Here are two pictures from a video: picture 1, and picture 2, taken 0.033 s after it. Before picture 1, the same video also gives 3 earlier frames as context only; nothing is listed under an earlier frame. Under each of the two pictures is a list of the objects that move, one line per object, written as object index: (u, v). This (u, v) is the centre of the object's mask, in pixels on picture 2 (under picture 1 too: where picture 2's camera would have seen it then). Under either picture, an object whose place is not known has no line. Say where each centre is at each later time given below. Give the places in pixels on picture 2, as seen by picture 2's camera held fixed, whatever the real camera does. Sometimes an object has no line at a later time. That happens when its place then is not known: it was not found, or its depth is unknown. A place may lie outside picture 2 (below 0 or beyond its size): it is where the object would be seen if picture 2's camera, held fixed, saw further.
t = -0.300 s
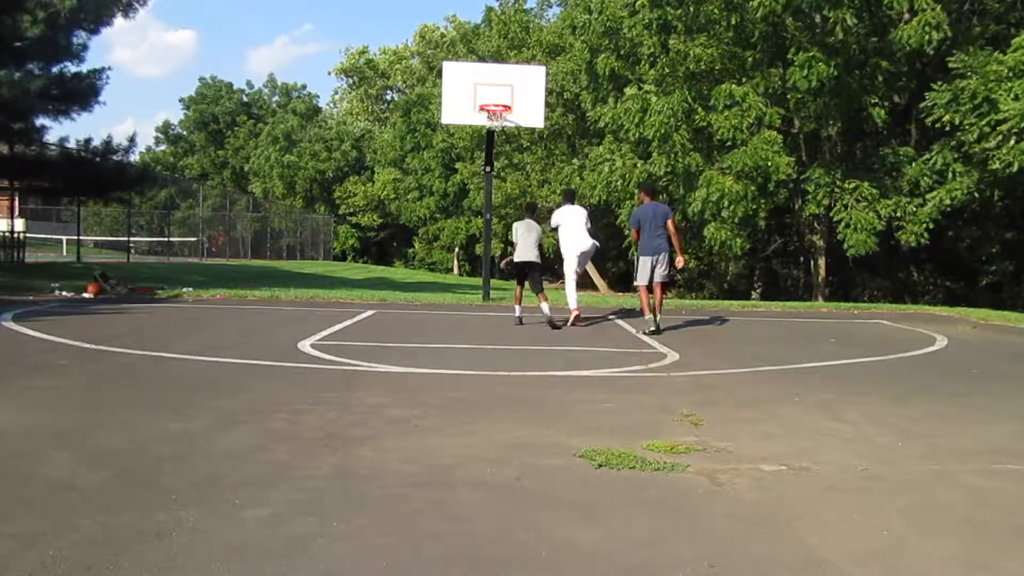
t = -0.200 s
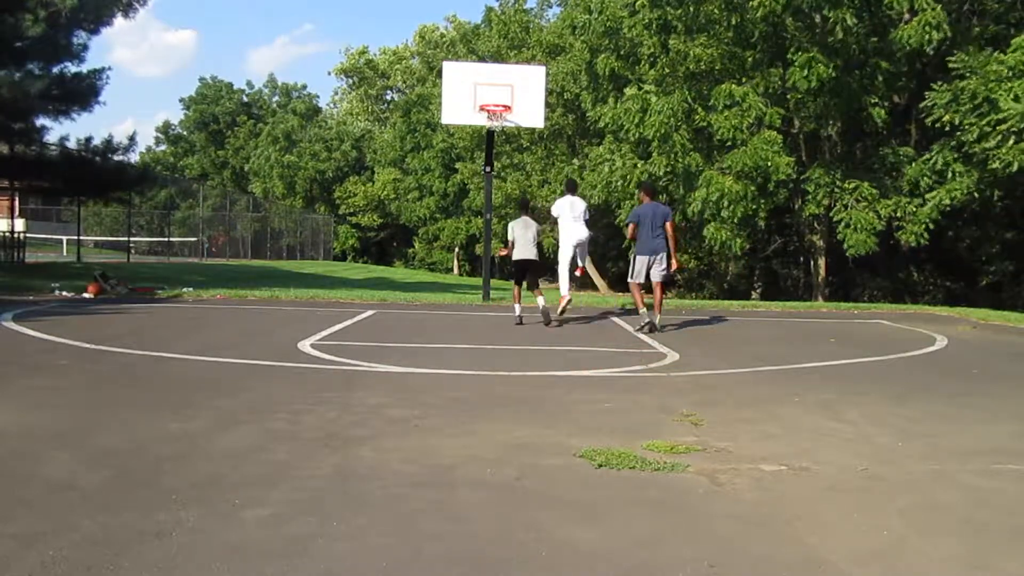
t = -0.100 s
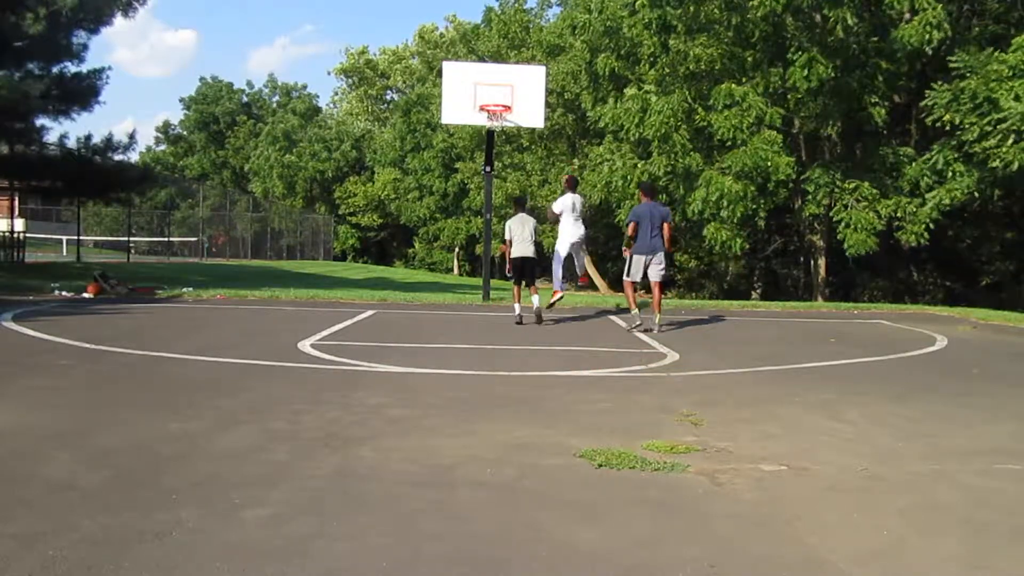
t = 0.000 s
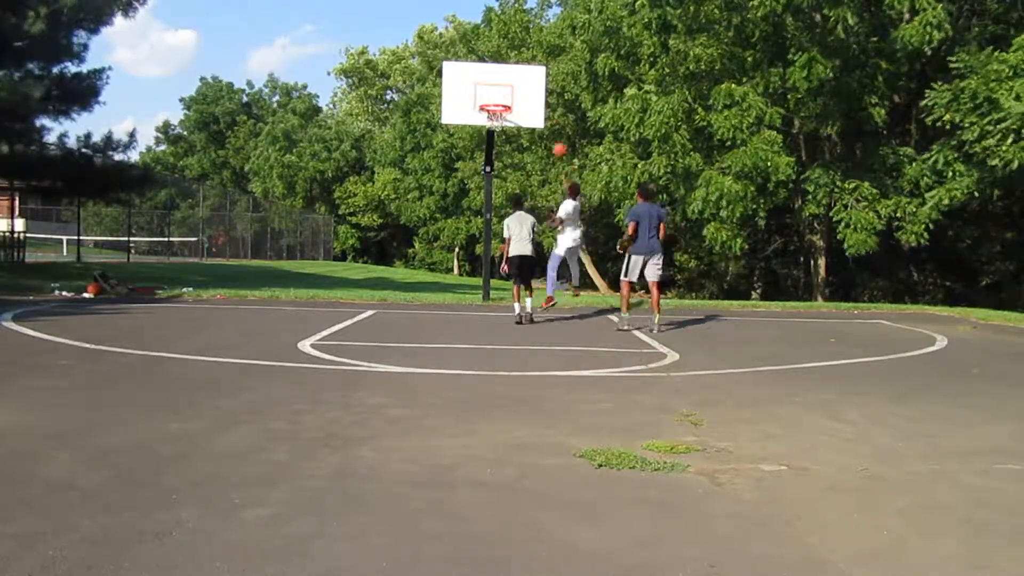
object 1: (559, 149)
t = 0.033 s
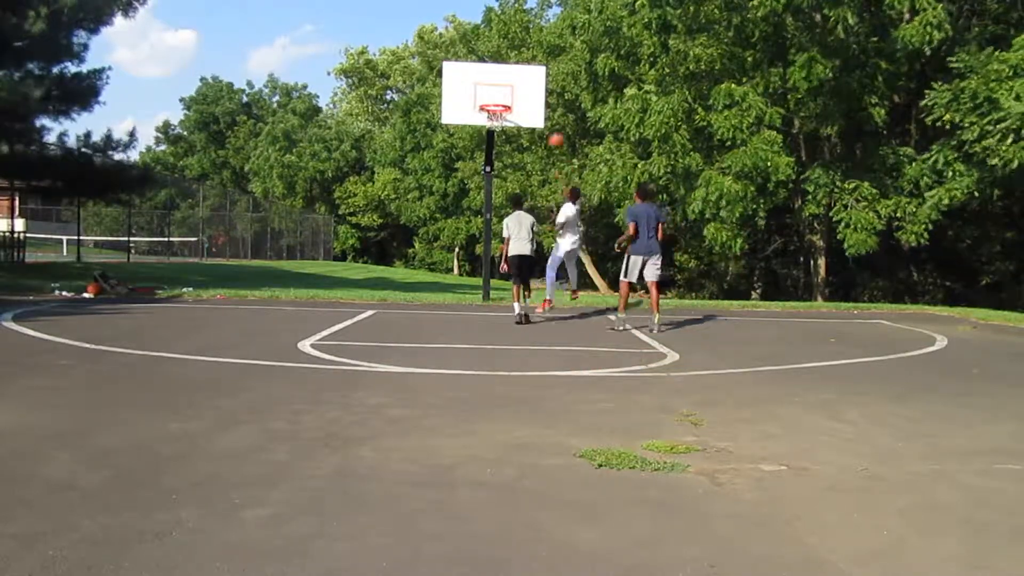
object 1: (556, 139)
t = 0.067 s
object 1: (554, 131)
